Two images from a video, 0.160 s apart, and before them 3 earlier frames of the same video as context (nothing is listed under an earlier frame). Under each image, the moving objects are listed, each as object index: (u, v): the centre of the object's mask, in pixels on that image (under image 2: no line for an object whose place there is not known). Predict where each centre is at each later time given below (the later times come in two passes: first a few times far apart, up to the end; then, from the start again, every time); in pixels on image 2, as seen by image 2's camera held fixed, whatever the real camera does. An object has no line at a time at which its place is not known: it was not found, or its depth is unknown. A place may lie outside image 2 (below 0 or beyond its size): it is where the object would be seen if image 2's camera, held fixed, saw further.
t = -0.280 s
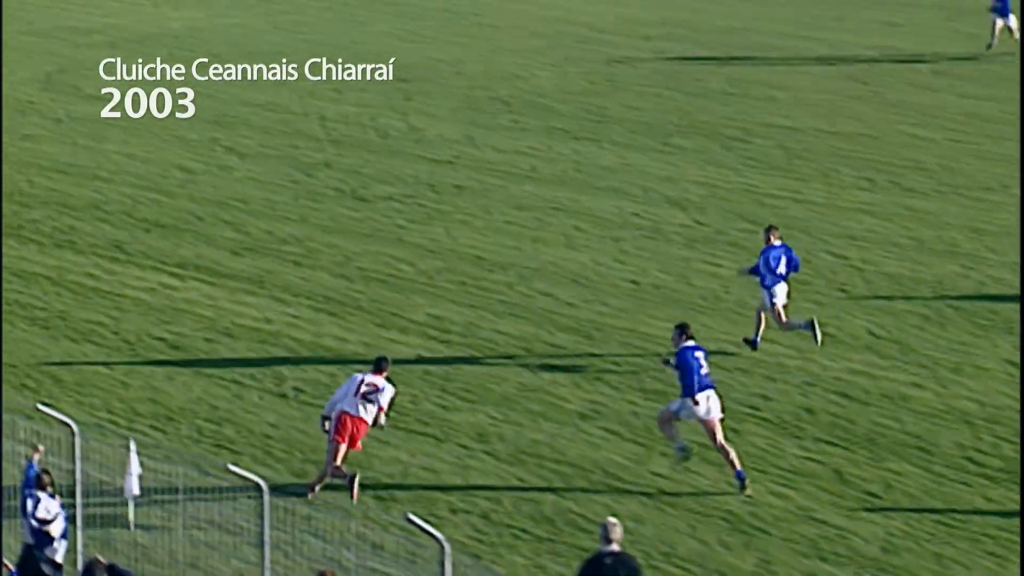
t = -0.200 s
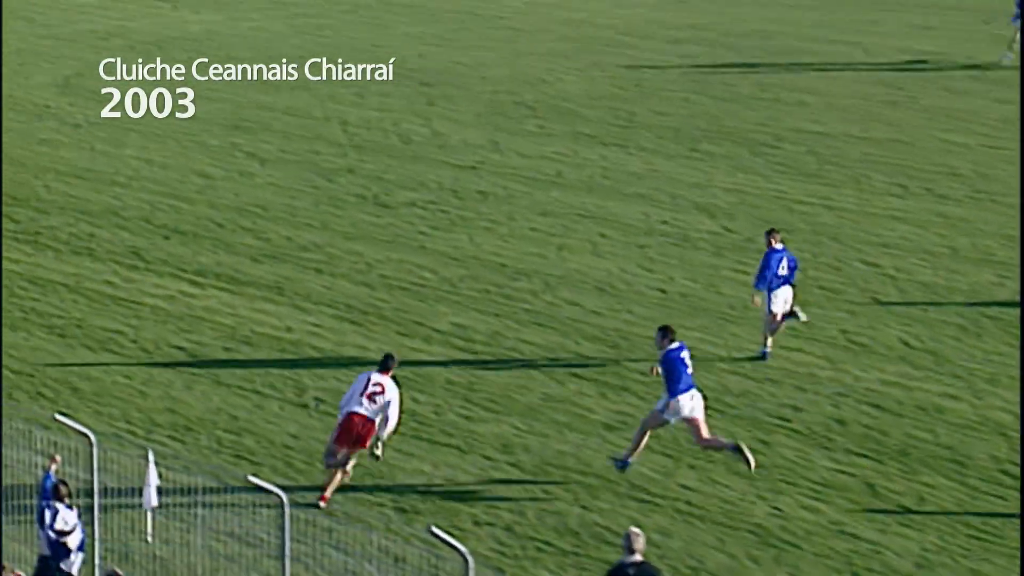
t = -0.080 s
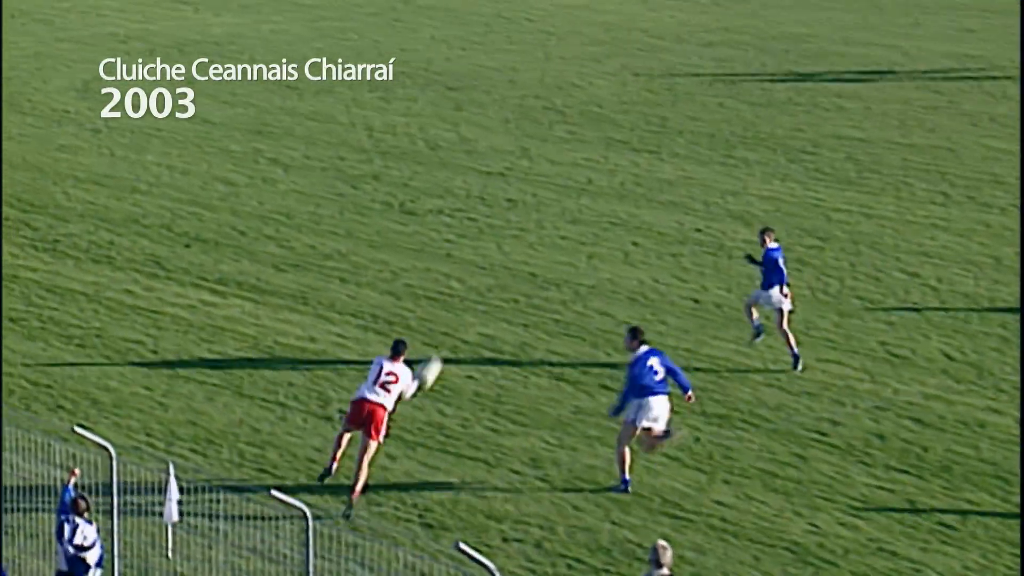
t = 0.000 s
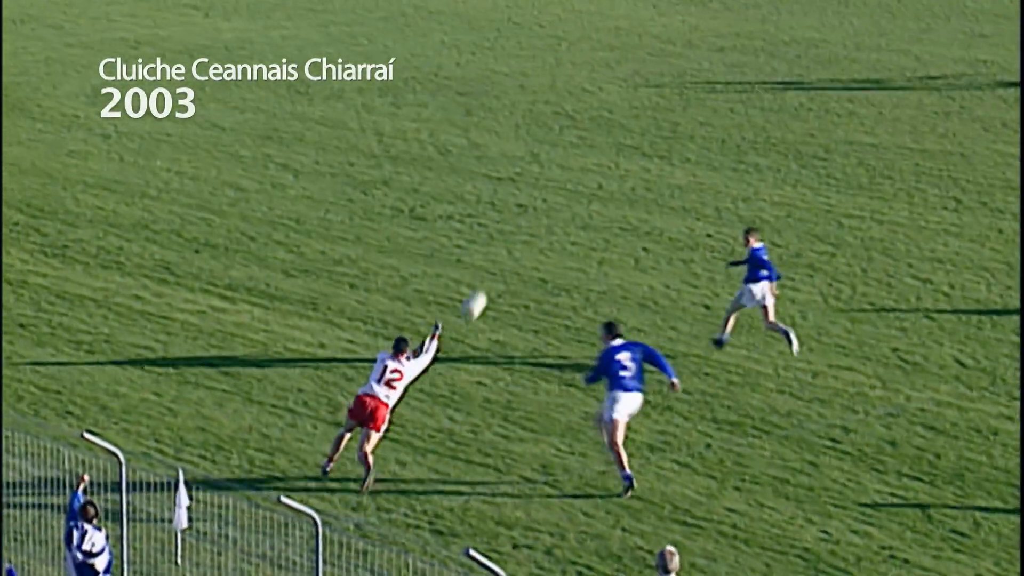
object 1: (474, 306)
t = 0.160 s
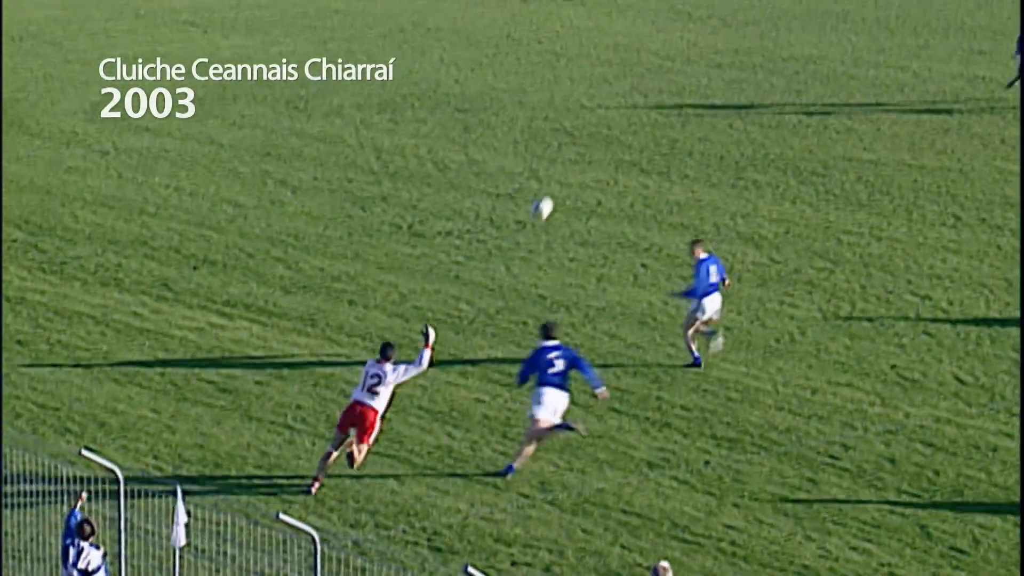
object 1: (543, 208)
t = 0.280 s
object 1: (590, 148)
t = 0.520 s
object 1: (678, 84)
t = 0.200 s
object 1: (560, 186)
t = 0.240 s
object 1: (575, 165)
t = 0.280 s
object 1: (590, 148)
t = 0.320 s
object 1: (606, 133)
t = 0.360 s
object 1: (622, 119)
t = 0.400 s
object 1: (637, 108)
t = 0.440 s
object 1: (651, 99)
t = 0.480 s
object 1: (665, 90)
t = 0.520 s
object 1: (678, 84)
